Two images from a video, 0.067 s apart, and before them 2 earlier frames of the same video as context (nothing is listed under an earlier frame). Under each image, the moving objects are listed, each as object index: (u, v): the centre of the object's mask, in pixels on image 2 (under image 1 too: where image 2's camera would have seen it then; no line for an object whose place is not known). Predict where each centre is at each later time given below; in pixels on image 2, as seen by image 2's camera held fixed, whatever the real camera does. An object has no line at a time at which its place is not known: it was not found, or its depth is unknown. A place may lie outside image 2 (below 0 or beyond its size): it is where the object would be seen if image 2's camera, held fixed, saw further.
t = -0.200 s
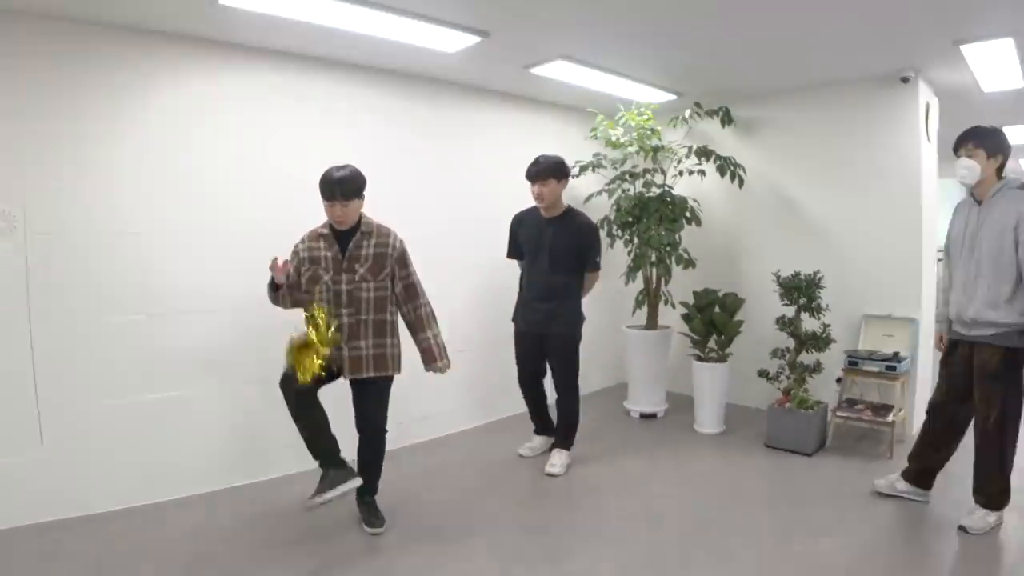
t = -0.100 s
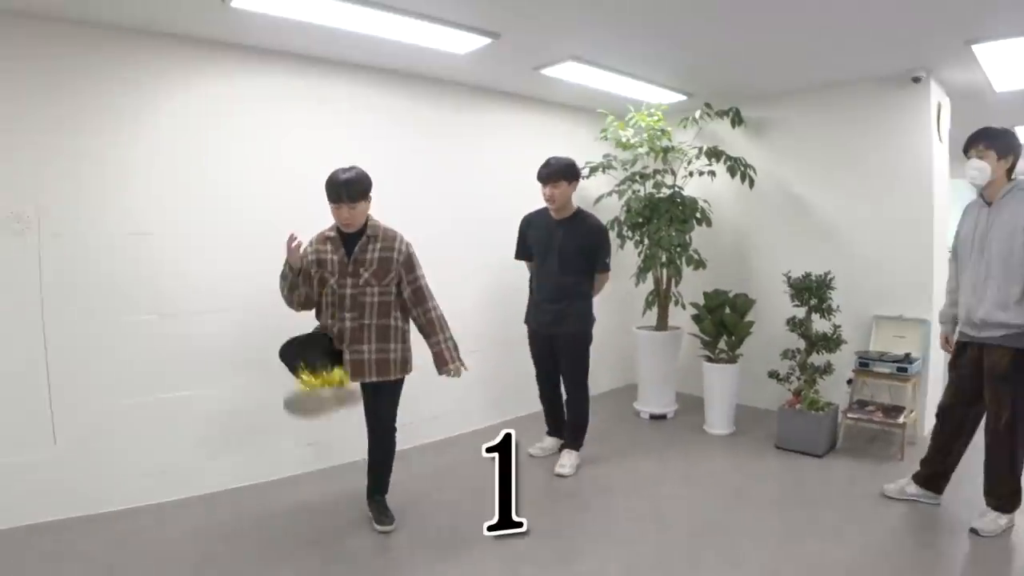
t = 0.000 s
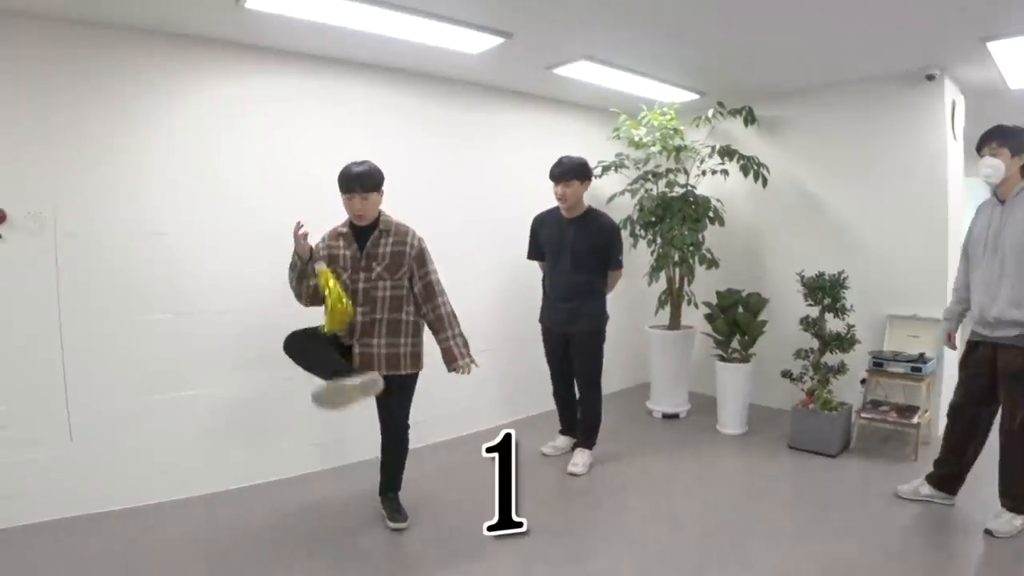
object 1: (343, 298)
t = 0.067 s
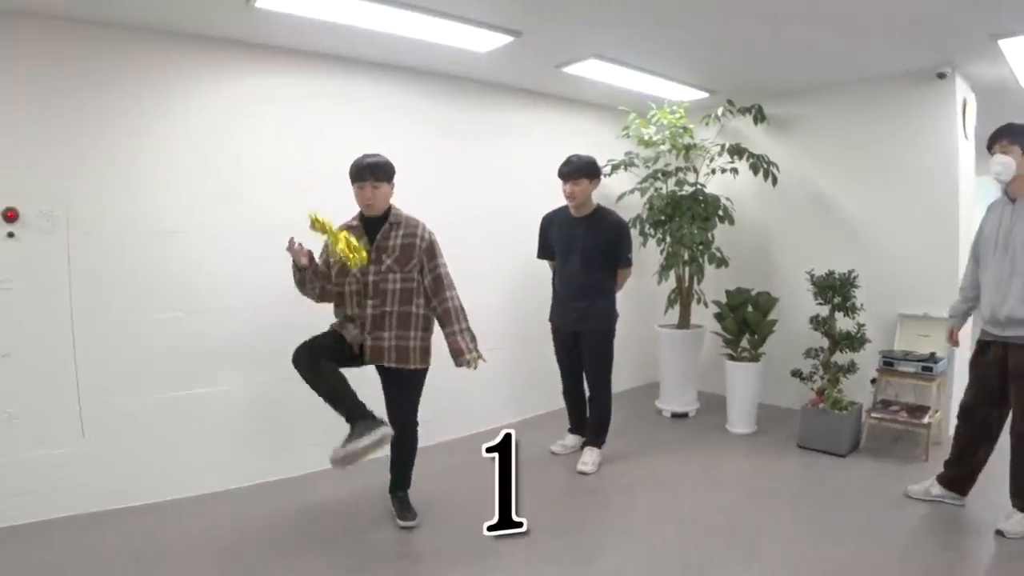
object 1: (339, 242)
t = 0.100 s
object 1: (331, 216)
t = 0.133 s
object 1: (322, 194)
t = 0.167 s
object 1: (315, 179)
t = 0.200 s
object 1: (308, 168)
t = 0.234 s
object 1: (303, 158)
